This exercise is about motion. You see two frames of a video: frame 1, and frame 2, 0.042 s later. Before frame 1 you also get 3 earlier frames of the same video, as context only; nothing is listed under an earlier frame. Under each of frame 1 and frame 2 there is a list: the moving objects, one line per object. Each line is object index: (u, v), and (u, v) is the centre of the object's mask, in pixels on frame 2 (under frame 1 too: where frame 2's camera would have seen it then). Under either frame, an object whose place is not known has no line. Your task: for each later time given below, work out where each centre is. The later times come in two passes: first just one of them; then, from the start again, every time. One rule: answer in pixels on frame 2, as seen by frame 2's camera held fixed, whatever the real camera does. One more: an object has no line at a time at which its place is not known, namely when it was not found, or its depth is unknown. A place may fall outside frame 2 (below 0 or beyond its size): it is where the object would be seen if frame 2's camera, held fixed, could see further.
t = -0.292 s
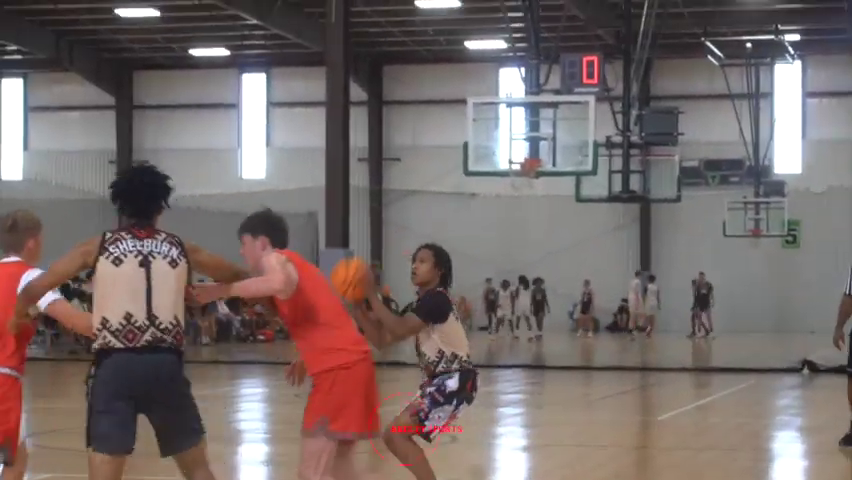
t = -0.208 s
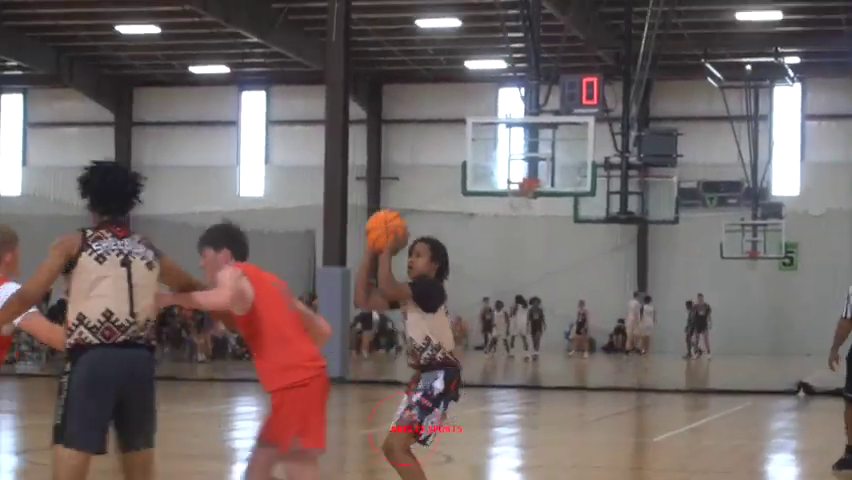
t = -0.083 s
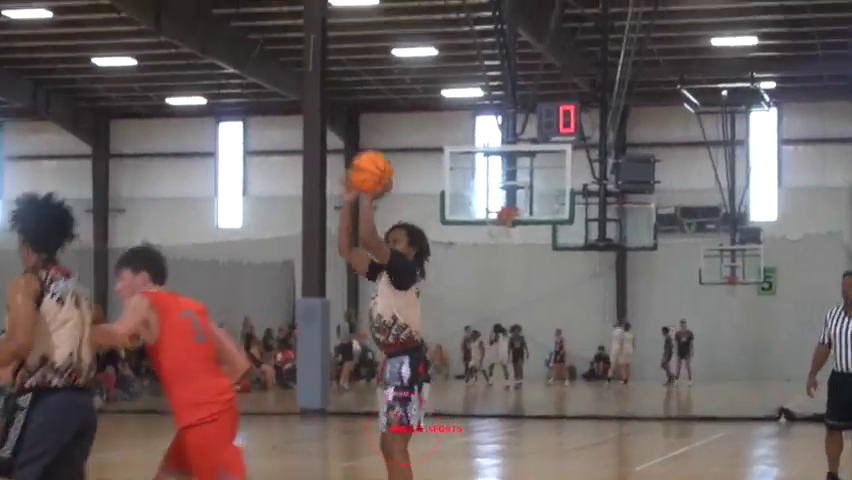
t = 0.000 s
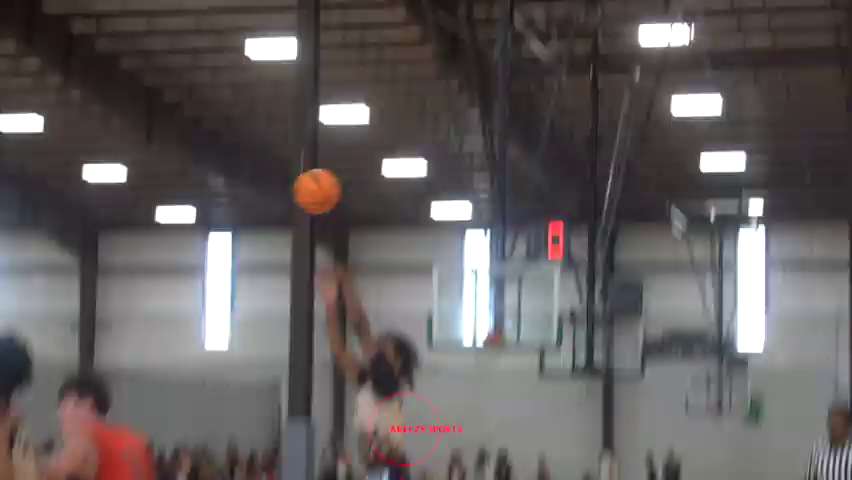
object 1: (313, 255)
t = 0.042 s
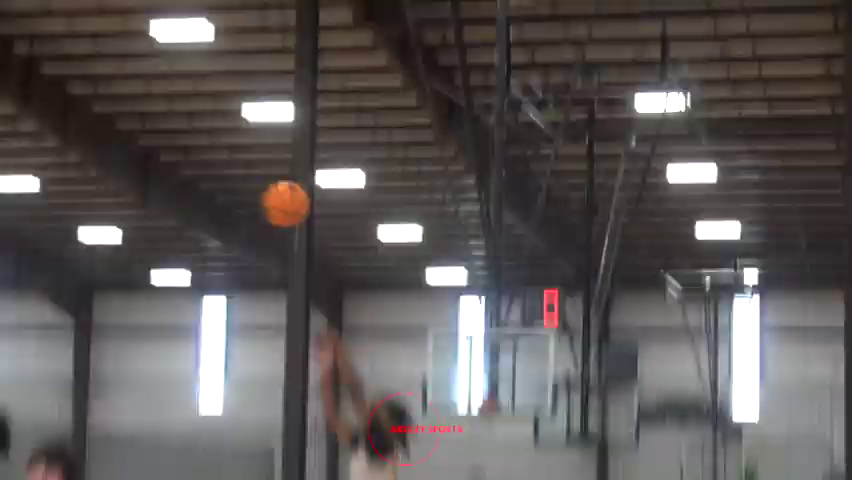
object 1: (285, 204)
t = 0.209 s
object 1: (171, 22)
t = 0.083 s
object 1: (258, 155)
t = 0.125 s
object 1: (228, 108)
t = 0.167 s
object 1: (201, 65)
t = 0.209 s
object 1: (171, 22)
